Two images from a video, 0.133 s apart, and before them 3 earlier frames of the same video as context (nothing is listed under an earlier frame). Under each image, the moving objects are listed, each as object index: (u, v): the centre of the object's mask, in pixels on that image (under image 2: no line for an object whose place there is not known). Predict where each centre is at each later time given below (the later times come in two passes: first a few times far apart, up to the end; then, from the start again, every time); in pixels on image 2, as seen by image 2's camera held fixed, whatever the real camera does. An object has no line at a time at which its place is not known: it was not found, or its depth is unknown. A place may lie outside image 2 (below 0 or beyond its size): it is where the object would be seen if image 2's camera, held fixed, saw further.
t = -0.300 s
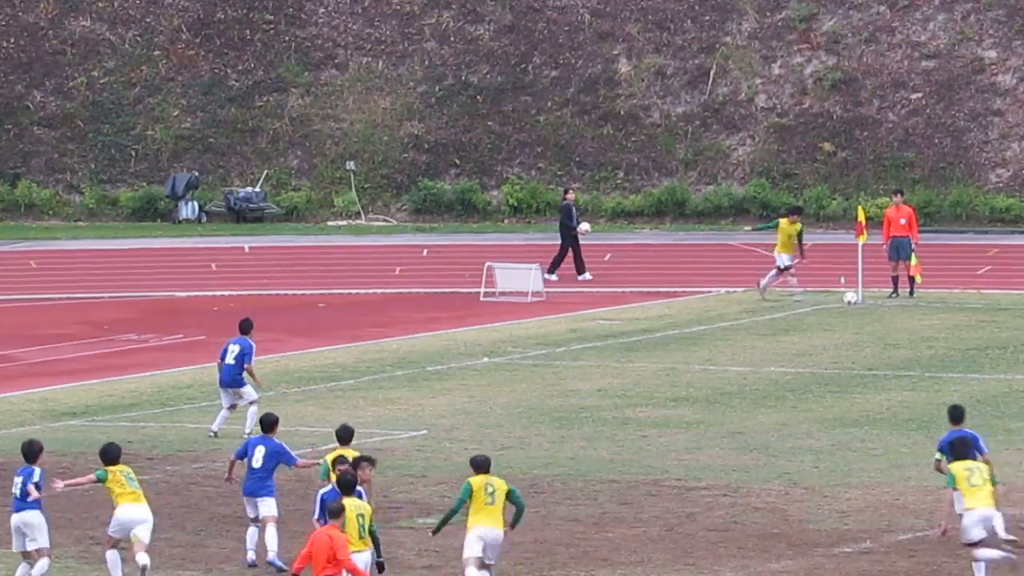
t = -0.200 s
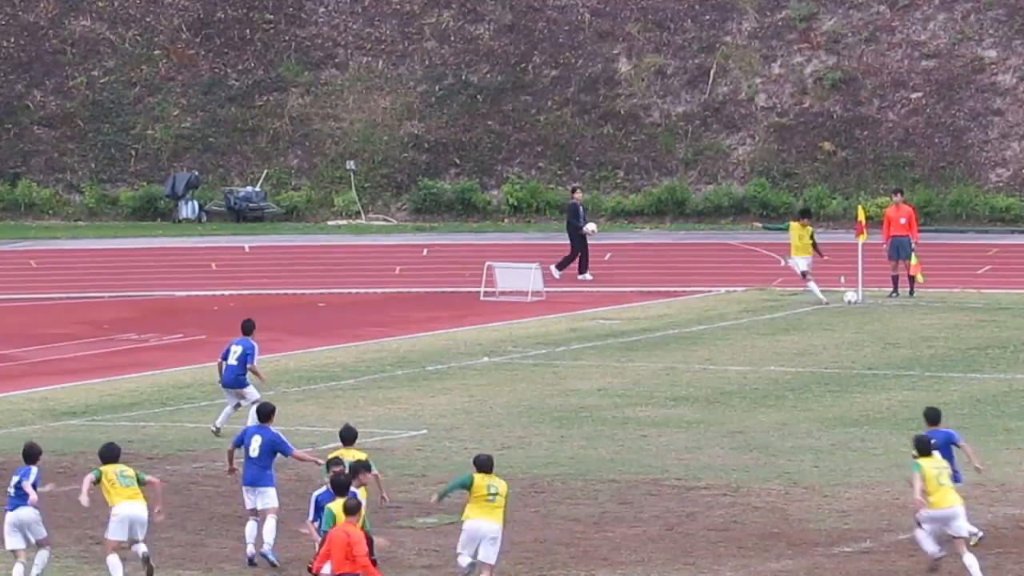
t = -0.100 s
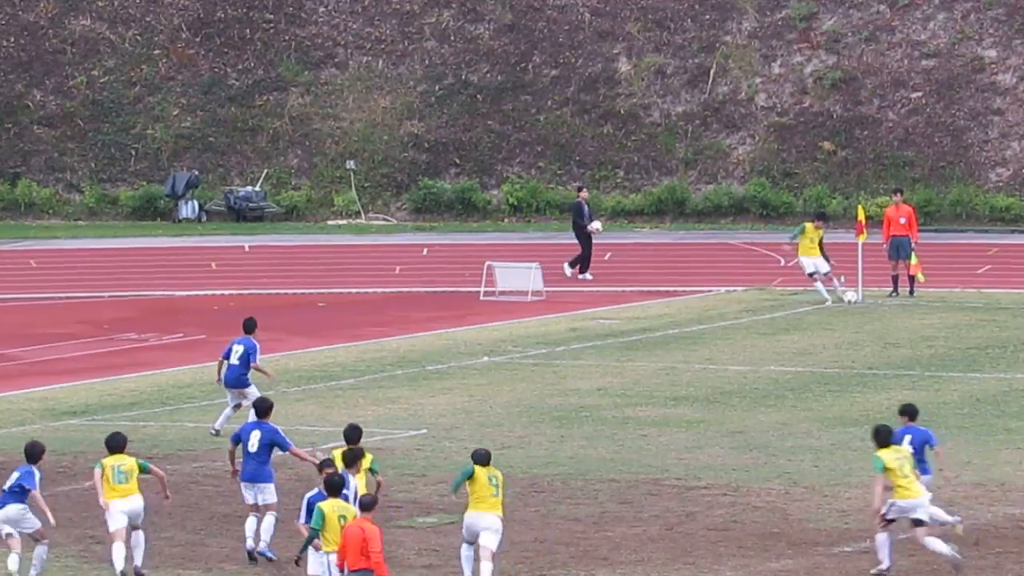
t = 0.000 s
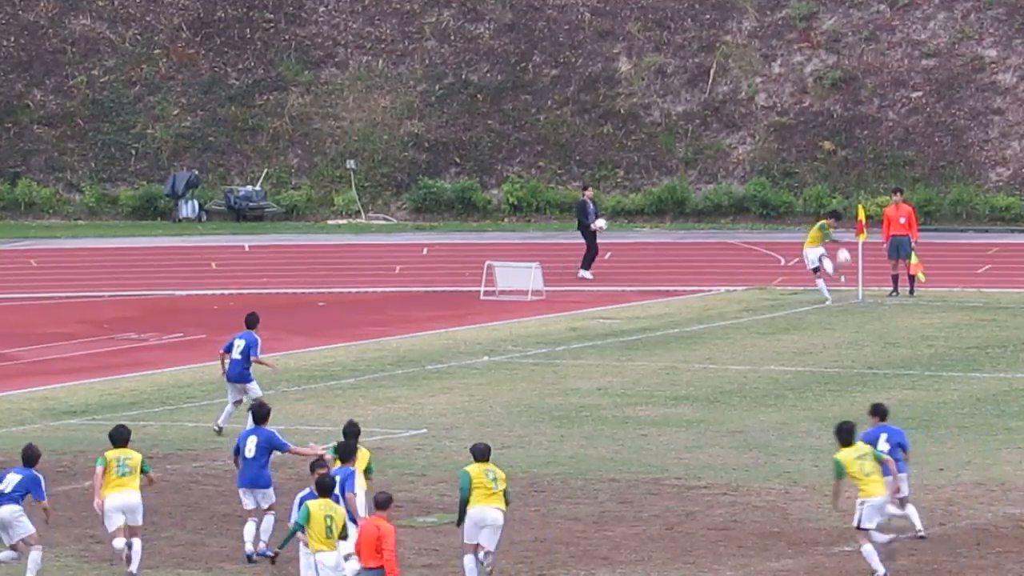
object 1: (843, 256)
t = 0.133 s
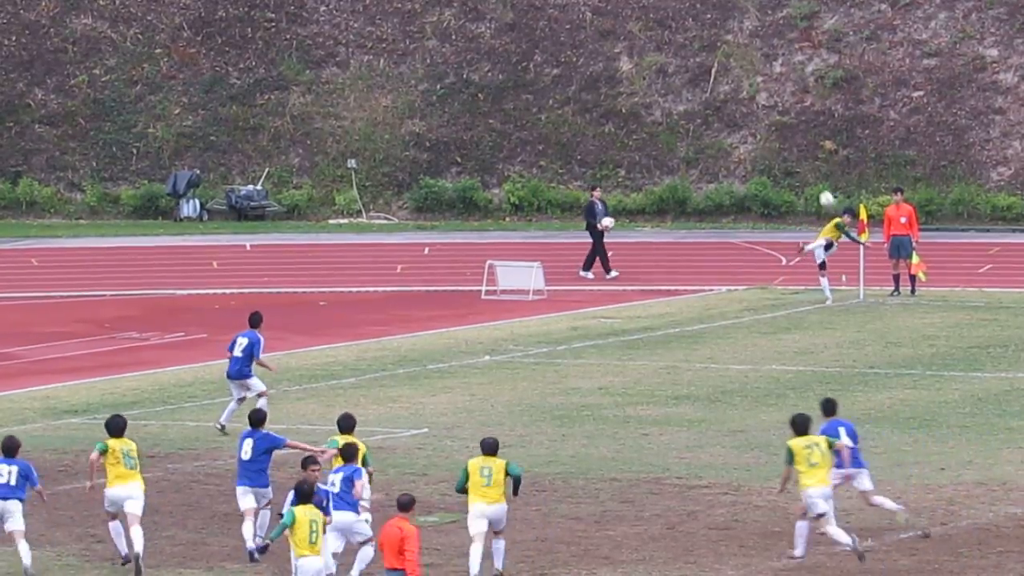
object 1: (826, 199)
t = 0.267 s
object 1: (802, 149)
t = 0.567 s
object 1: (726, 62)
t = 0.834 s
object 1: (639, 24)
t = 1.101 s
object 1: (535, 28)
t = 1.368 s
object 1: (415, 78)
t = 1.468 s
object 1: (366, 110)
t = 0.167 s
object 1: (821, 185)
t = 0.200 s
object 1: (815, 173)
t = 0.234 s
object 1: (809, 160)
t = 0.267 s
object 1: (802, 149)
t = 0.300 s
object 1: (795, 137)
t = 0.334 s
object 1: (787, 126)
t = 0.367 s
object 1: (780, 115)
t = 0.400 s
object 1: (772, 105)
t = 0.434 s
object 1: (764, 96)
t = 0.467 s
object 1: (755, 87)
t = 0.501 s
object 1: (746, 78)
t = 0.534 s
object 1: (736, 69)
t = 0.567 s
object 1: (726, 62)
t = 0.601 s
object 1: (717, 55)
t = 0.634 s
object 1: (706, 49)
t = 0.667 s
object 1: (696, 43)
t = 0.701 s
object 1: (685, 38)
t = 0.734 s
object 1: (674, 34)
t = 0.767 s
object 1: (662, 30)
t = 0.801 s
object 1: (650, 26)
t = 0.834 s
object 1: (639, 24)
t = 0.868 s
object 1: (627, 22)
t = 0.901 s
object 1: (614, 21)
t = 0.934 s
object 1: (601, 21)
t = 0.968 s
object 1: (588, 20)
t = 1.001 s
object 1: (575, 22)
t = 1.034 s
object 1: (562, 23)
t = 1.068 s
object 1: (548, 25)
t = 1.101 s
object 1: (535, 28)
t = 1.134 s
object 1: (521, 31)
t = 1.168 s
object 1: (506, 36)
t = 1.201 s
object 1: (491, 41)
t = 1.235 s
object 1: (477, 47)
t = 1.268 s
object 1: (461, 53)
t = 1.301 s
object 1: (446, 61)
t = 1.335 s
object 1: (431, 69)
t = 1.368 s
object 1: (415, 78)
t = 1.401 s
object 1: (399, 88)
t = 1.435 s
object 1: (382, 98)
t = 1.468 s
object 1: (366, 110)
